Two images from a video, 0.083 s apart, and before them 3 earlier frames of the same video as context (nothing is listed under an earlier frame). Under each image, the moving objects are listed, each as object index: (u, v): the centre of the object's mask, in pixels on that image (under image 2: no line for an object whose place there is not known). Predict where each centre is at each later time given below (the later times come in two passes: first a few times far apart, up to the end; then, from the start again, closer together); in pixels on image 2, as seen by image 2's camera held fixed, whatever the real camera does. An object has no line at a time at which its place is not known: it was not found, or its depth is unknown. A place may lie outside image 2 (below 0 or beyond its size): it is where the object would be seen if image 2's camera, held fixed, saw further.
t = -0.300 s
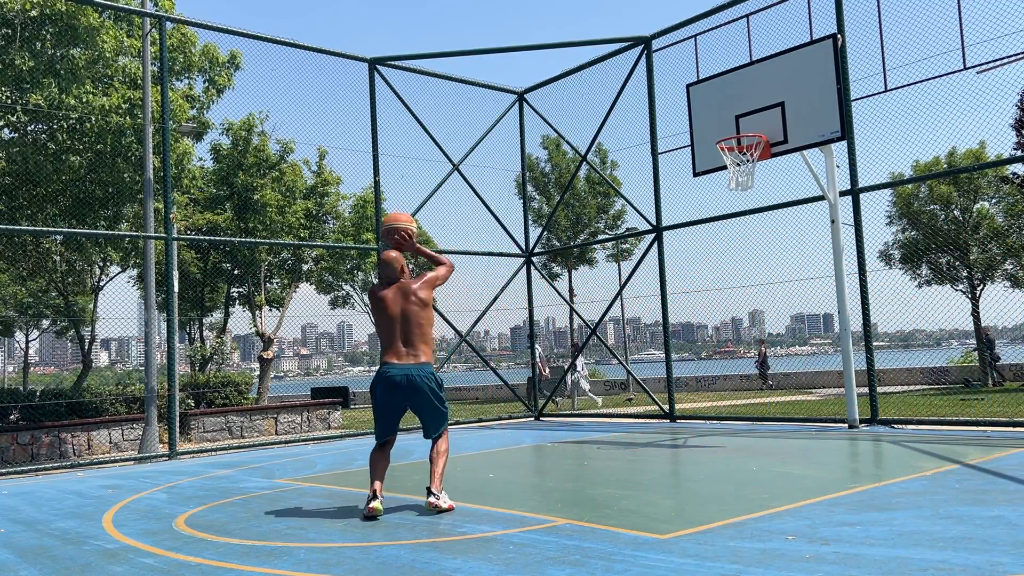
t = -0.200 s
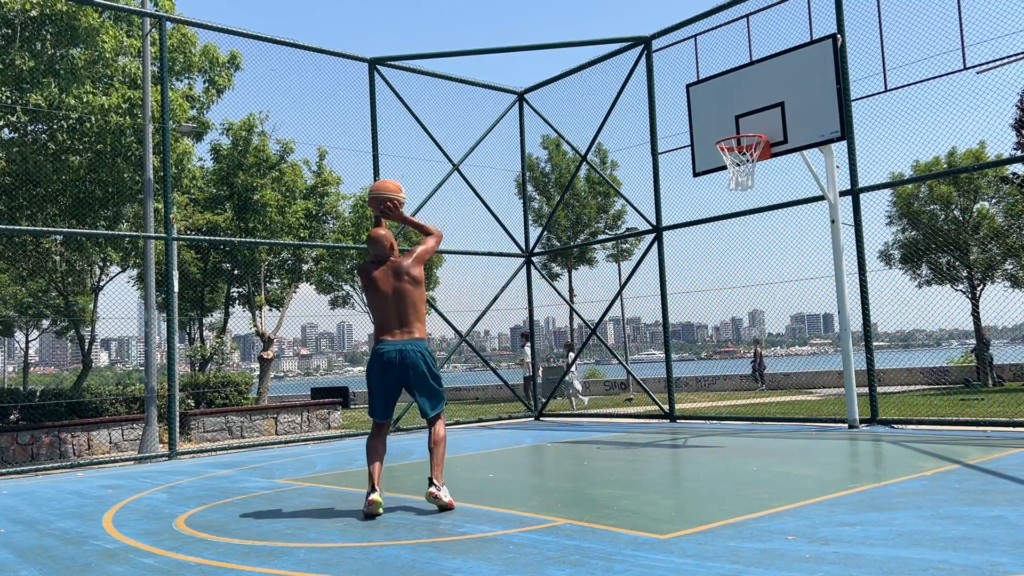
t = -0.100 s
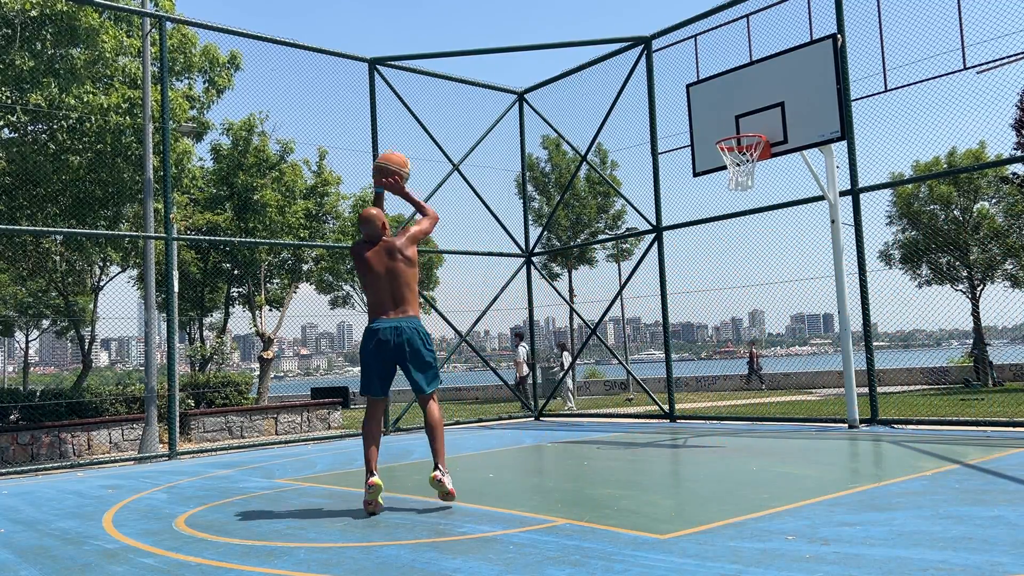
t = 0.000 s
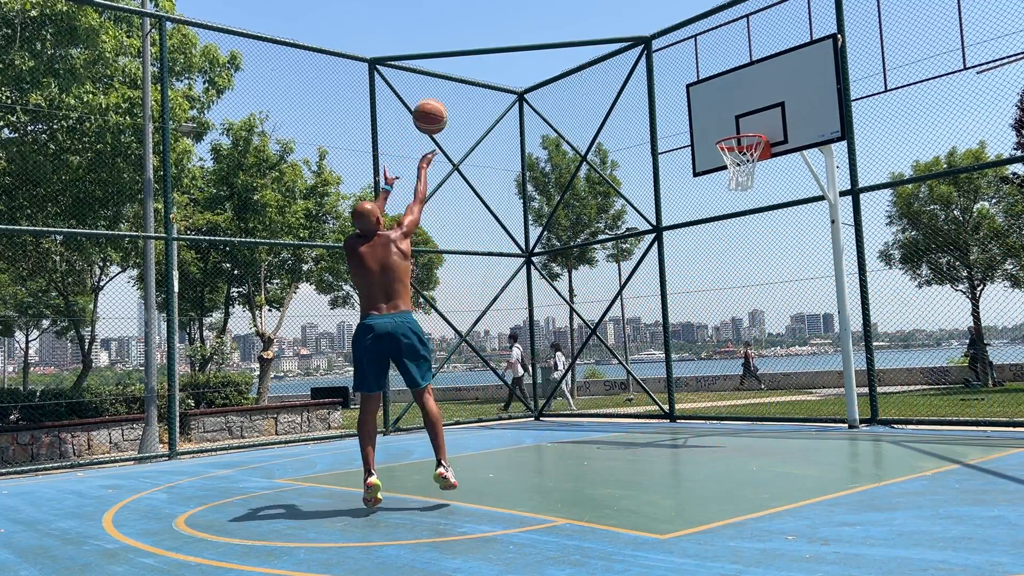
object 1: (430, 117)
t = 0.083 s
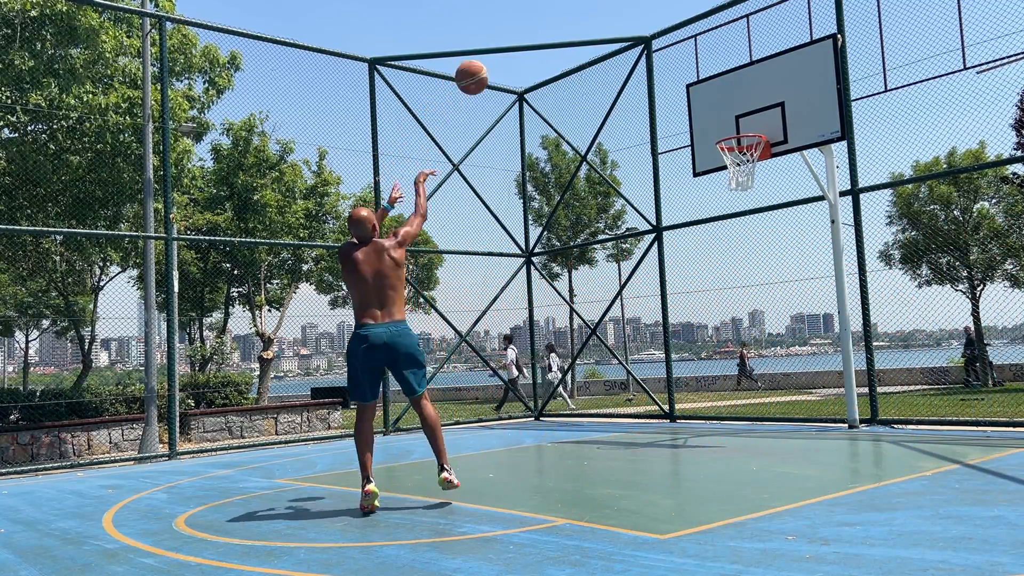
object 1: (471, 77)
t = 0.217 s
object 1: (531, 39)
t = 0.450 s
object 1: (620, 30)
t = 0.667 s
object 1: (691, 71)
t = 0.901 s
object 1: (750, 144)
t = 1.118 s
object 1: (713, 202)
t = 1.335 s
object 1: (678, 286)
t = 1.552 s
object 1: (648, 412)
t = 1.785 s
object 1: (612, 336)
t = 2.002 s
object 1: (578, 269)
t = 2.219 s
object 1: (546, 246)
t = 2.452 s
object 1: (512, 273)
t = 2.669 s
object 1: (482, 349)
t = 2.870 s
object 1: (453, 444)
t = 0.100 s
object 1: (479, 71)
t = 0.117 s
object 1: (487, 65)
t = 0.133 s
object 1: (495, 60)
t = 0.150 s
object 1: (503, 55)
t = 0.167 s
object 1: (510, 50)
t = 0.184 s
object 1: (517, 46)
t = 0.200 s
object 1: (524, 43)
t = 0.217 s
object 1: (531, 39)
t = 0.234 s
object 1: (538, 36)
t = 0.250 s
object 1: (545, 34)
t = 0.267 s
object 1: (552, 32)
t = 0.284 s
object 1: (558, 31)
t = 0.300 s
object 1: (565, 29)
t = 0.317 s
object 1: (572, 28)
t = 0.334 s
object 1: (578, 27)
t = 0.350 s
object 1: (584, 26)
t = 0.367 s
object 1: (591, 26)
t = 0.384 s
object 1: (596, 26)
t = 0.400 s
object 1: (603, 27)
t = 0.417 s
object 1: (608, 27)
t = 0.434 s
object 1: (615, 28)
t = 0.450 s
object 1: (620, 30)
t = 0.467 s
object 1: (626, 31)
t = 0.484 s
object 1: (632, 33)
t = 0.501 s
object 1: (637, 35)
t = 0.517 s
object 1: (643, 38)
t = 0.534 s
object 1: (649, 40)
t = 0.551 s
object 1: (654, 43)
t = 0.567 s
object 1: (659, 46)
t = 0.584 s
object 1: (665, 50)
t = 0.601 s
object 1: (670, 54)
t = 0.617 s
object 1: (675, 57)
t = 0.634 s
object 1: (680, 62)
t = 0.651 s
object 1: (686, 66)
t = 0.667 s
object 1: (691, 71)
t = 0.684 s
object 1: (696, 75)
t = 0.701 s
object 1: (701, 80)
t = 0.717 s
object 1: (706, 85)
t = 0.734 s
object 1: (711, 91)
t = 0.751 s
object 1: (716, 97)
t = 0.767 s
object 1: (721, 103)
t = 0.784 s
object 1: (725, 108)
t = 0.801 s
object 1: (730, 115)
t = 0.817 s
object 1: (735, 121)
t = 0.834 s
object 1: (739, 127)
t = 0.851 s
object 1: (743, 128)
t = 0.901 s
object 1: (750, 144)
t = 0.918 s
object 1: (747, 150)
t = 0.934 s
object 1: (743, 155)
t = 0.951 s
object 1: (740, 158)
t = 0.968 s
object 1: (738, 162)
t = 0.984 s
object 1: (737, 163)
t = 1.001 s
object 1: (732, 174)
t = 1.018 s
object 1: (730, 177)
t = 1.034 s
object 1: (727, 181)
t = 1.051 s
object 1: (724, 184)
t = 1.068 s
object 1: (721, 188)
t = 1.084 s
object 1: (718, 193)
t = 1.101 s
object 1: (715, 197)
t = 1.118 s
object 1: (713, 202)
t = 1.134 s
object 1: (710, 207)
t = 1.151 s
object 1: (707, 212)
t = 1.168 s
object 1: (704, 218)
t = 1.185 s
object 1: (701, 224)
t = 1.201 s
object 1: (699, 230)
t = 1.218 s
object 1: (696, 236)
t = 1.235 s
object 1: (694, 242)
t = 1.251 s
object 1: (691, 249)
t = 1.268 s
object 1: (688, 256)
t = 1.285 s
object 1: (686, 263)
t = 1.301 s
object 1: (683, 270)
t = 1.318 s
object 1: (681, 278)
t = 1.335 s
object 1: (678, 286)
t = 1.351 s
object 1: (676, 295)
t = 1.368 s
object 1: (674, 302)
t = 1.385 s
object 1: (671, 311)
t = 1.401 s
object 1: (669, 321)
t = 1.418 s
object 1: (667, 329)
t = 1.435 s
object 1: (664, 338)
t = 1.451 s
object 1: (663, 348)
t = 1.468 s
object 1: (659, 359)
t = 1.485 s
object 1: (658, 368)
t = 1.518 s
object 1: (653, 390)
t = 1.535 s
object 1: (651, 400)
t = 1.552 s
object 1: (648, 412)
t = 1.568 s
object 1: (646, 423)
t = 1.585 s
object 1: (644, 434)
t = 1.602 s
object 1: (642, 425)
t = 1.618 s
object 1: (638, 416)
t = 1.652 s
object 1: (633, 398)
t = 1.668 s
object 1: (630, 389)
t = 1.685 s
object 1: (628, 381)
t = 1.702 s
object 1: (625, 373)
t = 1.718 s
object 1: (622, 365)
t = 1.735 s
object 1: (620, 357)
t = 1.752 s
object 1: (617, 350)
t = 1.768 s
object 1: (615, 343)
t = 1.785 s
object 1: (612, 336)
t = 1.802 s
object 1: (609, 329)
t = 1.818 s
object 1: (607, 322)
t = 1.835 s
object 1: (604, 317)
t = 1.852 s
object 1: (601, 310)
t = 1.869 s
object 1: (598, 305)
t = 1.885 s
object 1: (596, 300)
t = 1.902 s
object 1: (593, 295)
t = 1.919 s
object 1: (591, 290)
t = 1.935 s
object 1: (588, 285)
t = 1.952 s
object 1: (585, 280)
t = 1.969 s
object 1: (583, 276)
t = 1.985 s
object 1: (581, 273)
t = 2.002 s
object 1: (578, 269)
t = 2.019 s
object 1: (575, 266)
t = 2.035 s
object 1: (573, 263)
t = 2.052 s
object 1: (570, 260)
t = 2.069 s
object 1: (568, 258)
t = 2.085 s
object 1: (566, 256)
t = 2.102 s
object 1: (563, 255)
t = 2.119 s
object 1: (561, 254)
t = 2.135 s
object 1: (558, 251)
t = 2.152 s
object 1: (556, 249)
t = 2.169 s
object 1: (553, 248)
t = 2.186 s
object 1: (551, 248)
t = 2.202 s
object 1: (548, 247)
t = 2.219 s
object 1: (546, 246)
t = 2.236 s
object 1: (543, 247)
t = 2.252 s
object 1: (541, 247)
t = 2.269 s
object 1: (538, 248)
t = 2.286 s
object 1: (536, 248)
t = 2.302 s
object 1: (533, 250)
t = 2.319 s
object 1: (531, 251)
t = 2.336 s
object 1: (528, 253)
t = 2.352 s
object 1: (526, 255)
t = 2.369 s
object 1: (524, 257)
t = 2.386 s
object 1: (521, 260)
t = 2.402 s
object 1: (519, 262)
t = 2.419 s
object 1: (516, 266)
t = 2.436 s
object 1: (514, 269)
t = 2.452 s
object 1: (512, 273)
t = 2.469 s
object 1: (509, 277)
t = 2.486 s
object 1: (507, 281)
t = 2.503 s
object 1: (505, 286)
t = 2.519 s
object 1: (502, 291)
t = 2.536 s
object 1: (500, 296)
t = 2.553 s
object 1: (498, 302)
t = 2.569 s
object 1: (495, 307)
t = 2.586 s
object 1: (493, 314)
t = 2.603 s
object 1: (491, 320)
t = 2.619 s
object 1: (488, 327)
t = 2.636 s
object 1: (486, 334)
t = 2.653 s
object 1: (484, 341)
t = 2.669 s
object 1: (482, 349)
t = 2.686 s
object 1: (479, 357)
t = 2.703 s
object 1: (477, 365)
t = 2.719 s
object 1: (475, 374)
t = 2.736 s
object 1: (473, 383)
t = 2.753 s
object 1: (471, 392)
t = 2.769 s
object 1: (468, 402)
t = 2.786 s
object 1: (465, 412)
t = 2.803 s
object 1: (464, 423)
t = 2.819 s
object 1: (461, 434)
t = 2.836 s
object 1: (459, 445)
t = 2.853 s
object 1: (456, 454)
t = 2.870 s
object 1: (453, 444)
